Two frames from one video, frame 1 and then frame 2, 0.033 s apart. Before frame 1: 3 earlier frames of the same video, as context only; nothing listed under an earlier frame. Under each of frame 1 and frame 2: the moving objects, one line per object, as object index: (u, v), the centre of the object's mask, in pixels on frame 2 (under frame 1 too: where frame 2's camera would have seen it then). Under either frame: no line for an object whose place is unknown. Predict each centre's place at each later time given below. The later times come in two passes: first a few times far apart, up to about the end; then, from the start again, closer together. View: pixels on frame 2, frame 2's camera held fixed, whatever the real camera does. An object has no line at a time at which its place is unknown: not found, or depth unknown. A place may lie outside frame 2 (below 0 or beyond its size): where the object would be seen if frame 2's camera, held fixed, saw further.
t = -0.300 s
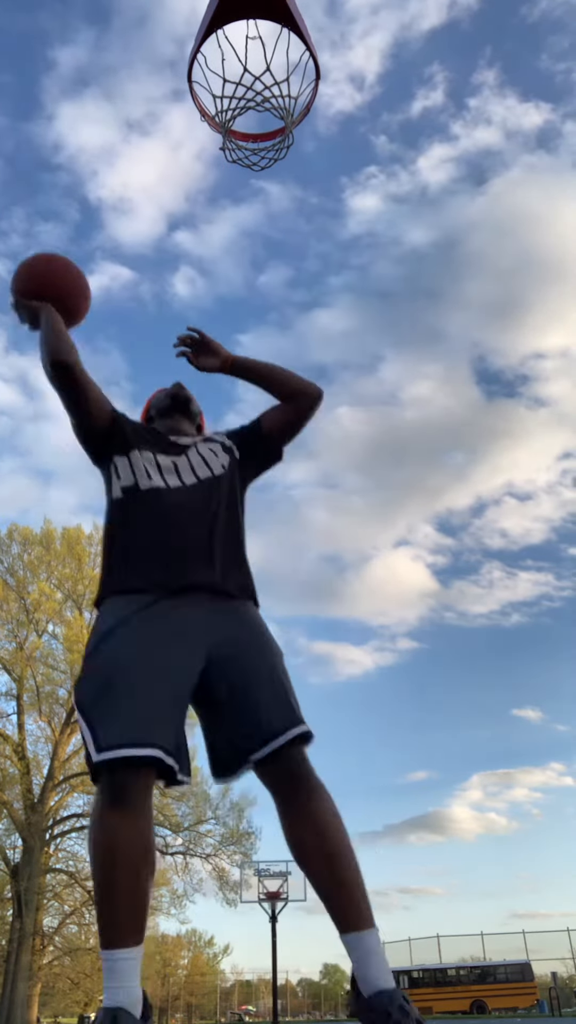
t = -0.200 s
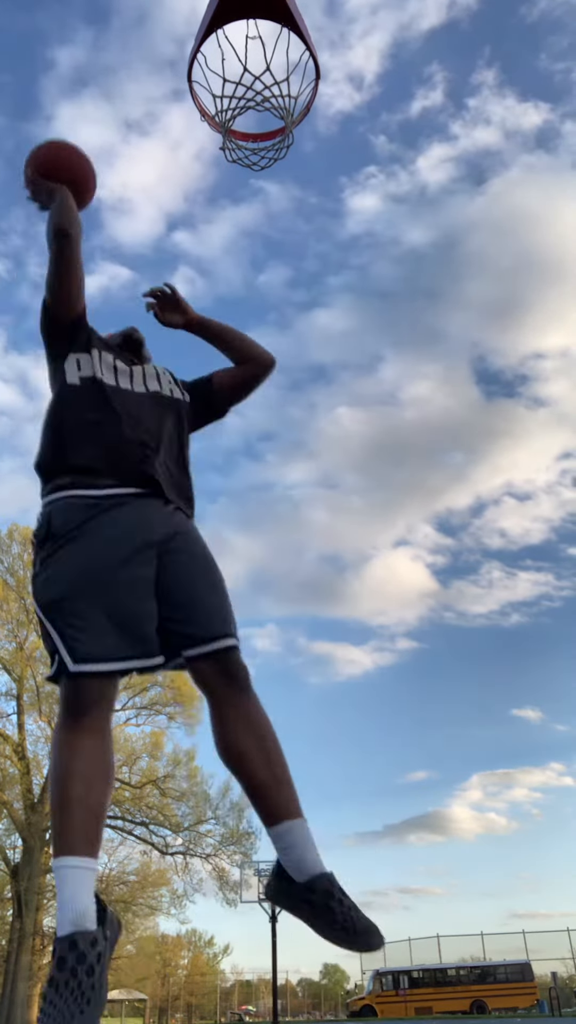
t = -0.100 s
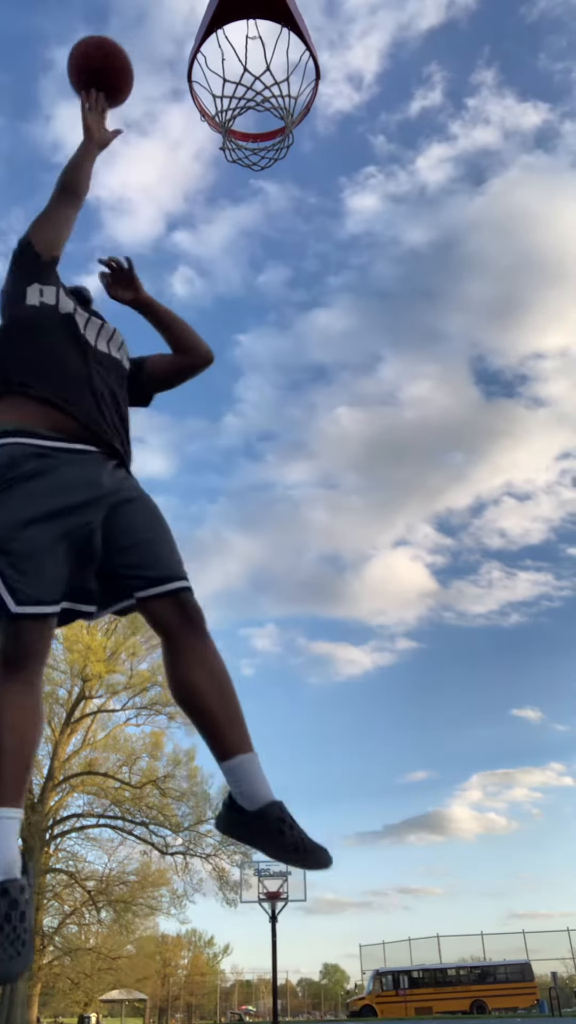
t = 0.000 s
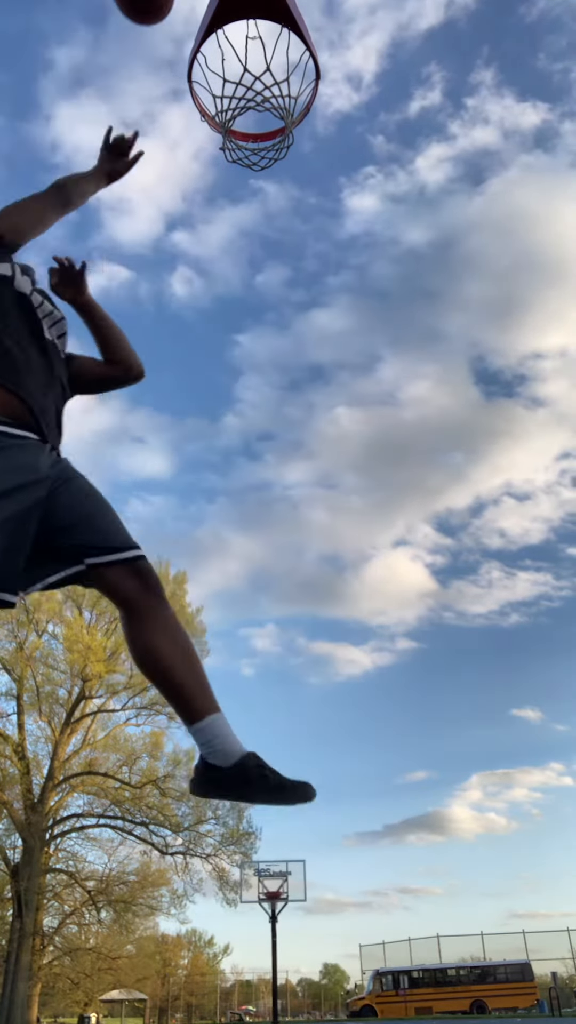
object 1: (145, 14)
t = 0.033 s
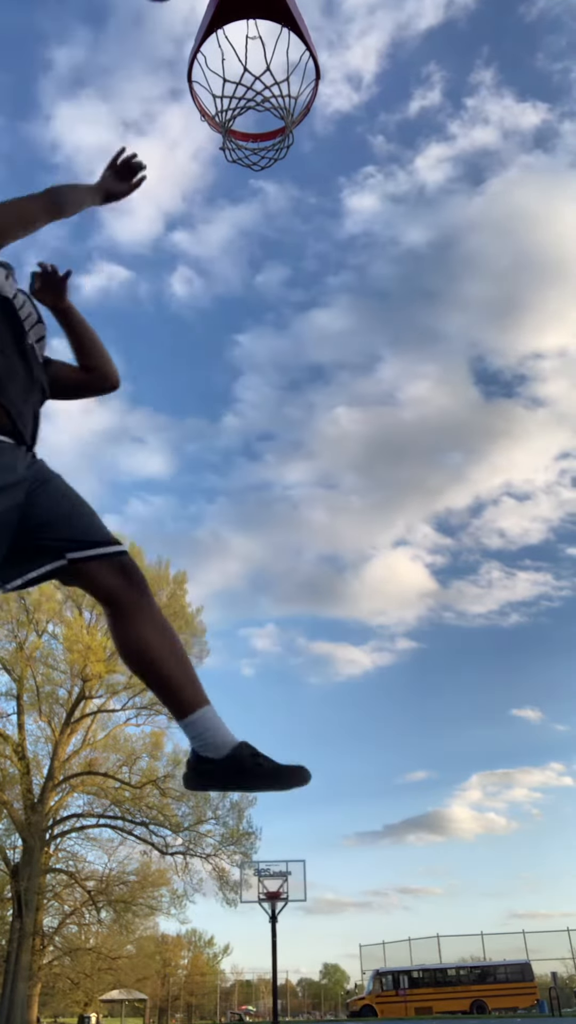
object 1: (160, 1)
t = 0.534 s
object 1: (255, 124)
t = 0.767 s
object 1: (264, 163)
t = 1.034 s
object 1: (283, 381)
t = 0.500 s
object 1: (250, 116)
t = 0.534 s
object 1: (255, 124)
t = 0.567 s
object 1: (257, 128)
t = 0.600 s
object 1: (258, 132)
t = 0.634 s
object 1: (256, 142)
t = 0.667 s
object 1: (258, 141)
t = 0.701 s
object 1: (261, 145)
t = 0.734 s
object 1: (263, 153)
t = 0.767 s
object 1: (264, 163)
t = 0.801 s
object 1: (266, 175)
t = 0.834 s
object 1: (268, 191)
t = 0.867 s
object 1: (270, 210)
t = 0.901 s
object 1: (272, 233)
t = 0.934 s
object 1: (275, 261)
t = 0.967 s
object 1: (277, 294)
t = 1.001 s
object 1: (280, 334)
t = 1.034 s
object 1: (283, 381)
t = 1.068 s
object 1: (286, 439)
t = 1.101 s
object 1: (290, 509)
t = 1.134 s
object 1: (294, 595)
